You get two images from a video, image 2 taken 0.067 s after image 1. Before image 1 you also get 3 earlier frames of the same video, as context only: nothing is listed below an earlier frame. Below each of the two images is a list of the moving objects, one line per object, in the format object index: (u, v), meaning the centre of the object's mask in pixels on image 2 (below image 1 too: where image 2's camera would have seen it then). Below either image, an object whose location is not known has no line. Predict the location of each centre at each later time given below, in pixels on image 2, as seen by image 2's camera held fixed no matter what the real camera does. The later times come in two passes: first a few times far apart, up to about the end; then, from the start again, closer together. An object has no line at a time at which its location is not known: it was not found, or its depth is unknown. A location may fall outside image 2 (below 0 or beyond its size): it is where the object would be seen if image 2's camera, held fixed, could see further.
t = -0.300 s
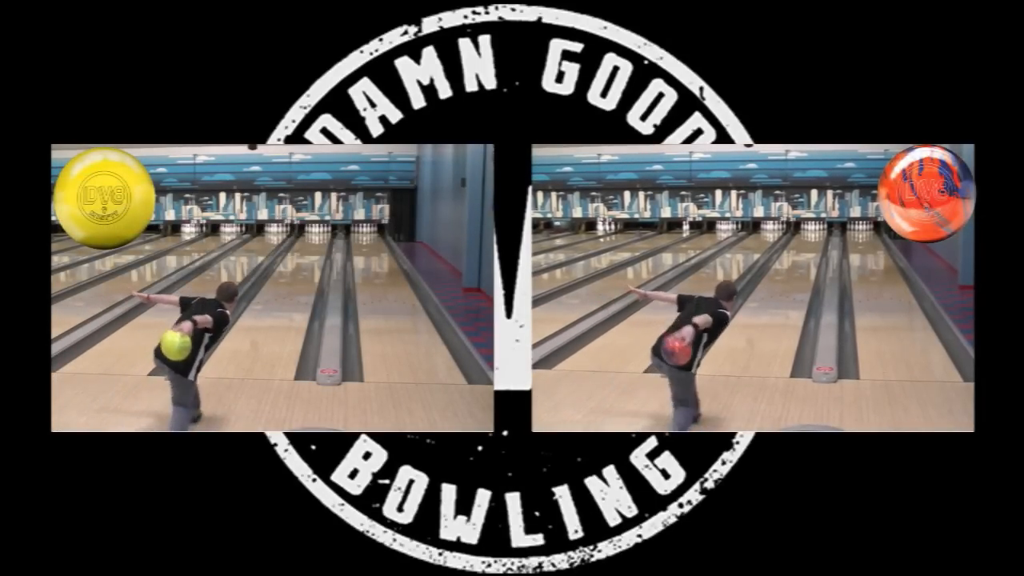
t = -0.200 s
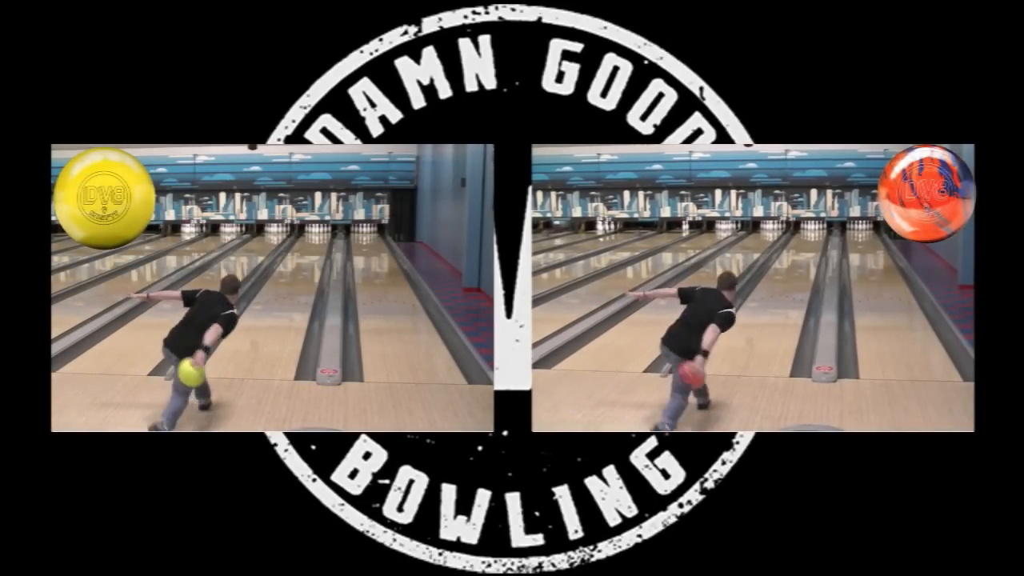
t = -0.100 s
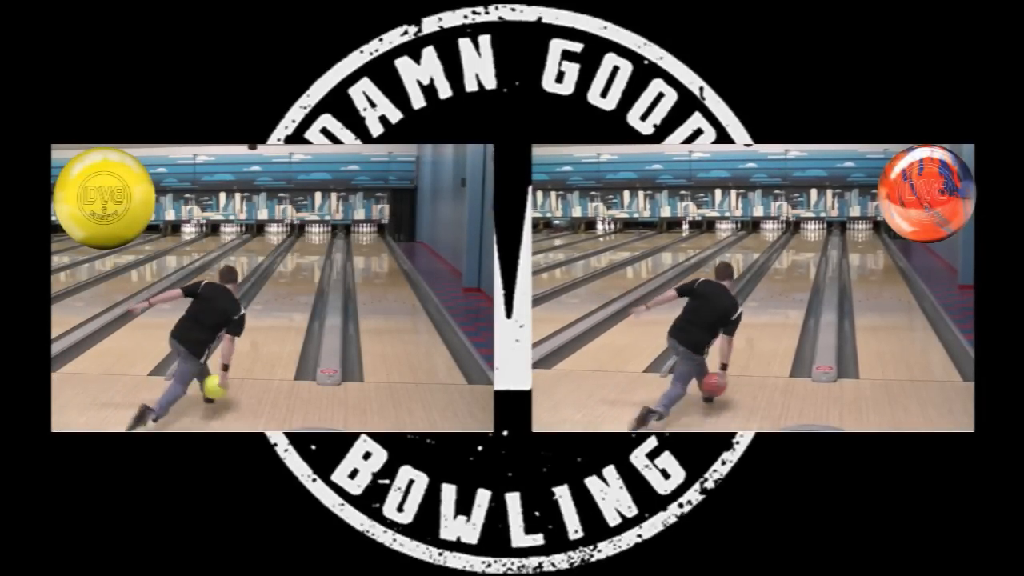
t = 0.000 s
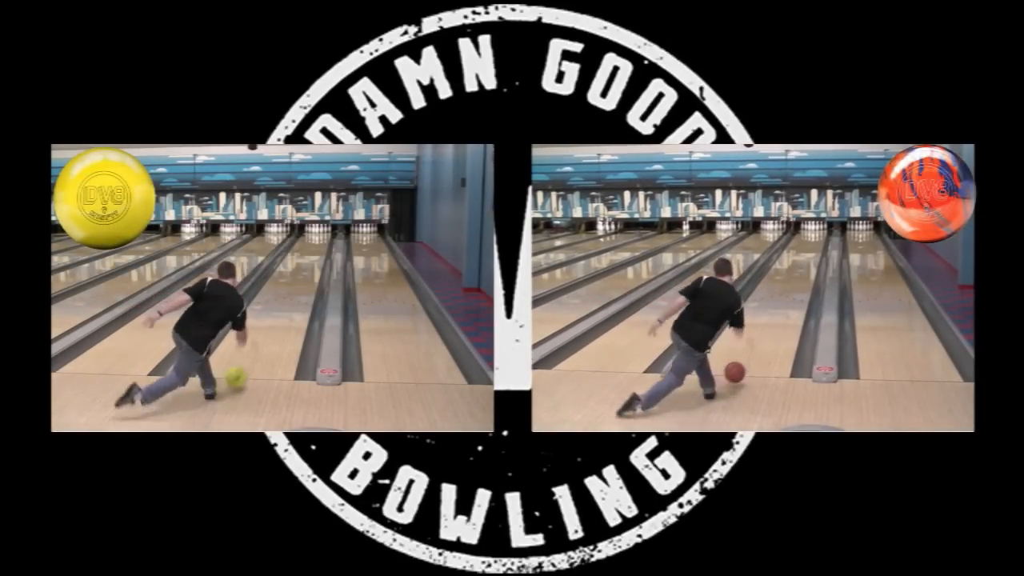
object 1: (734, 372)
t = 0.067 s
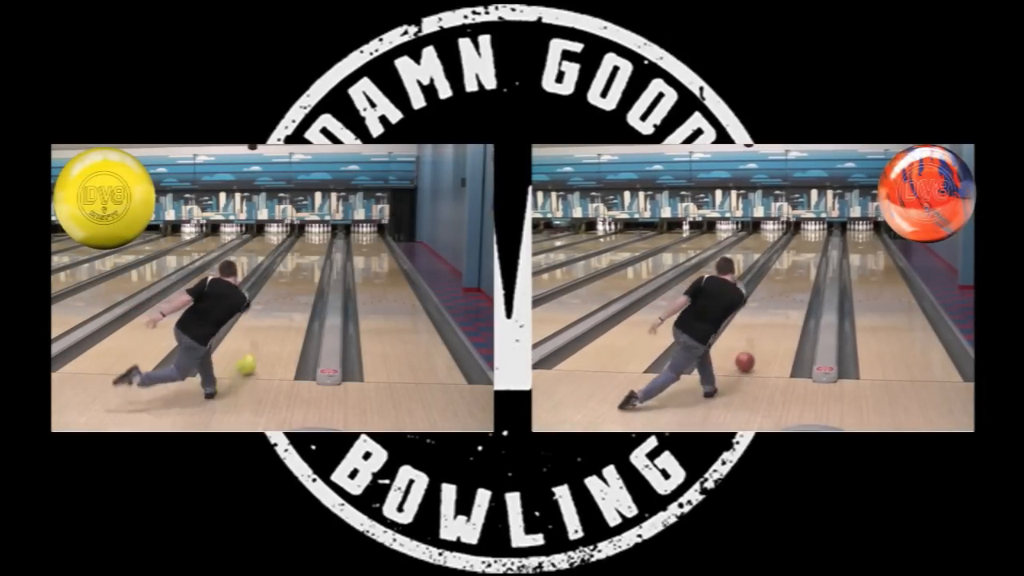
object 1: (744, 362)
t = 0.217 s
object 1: (762, 337)
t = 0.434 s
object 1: (781, 310)
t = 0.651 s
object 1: (793, 291)
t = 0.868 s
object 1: (802, 276)
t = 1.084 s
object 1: (809, 265)
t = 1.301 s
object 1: (814, 257)
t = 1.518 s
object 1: (818, 250)
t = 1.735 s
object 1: (819, 245)
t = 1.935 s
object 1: (819, 240)
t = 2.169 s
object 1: (818, 236)
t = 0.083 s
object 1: (747, 358)
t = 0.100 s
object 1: (749, 355)
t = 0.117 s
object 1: (751, 352)
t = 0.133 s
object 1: (753, 349)
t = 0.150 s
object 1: (755, 346)
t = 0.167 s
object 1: (757, 344)
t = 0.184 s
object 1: (759, 341)
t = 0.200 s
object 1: (761, 339)
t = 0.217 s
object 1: (762, 337)
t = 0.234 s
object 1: (764, 334)
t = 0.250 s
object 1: (765, 331)
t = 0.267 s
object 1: (767, 329)
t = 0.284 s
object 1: (769, 327)
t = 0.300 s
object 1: (770, 325)
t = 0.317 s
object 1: (772, 323)
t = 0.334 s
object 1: (773, 321)
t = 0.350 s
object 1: (775, 319)
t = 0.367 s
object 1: (776, 317)
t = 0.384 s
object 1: (777, 315)
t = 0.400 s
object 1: (779, 313)
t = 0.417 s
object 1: (780, 311)
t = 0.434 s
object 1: (781, 310)
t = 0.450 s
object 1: (782, 308)
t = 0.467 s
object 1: (783, 306)
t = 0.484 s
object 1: (784, 305)
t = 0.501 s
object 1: (785, 303)
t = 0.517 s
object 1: (786, 302)
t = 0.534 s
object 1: (787, 300)
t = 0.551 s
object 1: (788, 299)
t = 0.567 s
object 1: (789, 297)
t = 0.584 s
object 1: (790, 296)
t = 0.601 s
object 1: (791, 295)
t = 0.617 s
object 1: (791, 293)
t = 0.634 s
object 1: (792, 292)
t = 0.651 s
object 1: (793, 291)
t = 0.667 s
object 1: (794, 290)
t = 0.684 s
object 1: (795, 288)
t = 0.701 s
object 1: (796, 288)
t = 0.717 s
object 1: (797, 286)
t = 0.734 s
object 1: (798, 285)
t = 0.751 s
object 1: (798, 284)
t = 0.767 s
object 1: (799, 283)
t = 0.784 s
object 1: (800, 281)
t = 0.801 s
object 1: (801, 280)
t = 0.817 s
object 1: (801, 279)
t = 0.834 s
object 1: (801, 278)
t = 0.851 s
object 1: (802, 277)
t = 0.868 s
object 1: (802, 276)
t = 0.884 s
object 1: (803, 275)
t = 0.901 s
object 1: (804, 274)
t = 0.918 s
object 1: (804, 273)
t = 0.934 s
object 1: (805, 273)
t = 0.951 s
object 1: (805, 272)
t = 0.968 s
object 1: (806, 271)
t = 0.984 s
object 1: (806, 270)
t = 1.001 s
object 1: (807, 269)
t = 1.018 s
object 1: (807, 268)
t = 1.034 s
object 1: (808, 268)
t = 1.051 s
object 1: (808, 267)
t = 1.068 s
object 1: (809, 266)
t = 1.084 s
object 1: (809, 265)
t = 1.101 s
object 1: (810, 265)
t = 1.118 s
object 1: (810, 264)
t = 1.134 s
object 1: (811, 263)
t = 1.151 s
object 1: (811, 263)
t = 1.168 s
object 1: (812, 262)
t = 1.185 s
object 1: (812, 261)
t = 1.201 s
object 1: (812, 261)
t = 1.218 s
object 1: (813, 260)
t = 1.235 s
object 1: (813, 259)
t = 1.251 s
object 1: (813, 259)
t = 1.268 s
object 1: (813, 258)
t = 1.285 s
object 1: (814, 258)
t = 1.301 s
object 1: (814, 257)
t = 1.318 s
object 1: (815, 256)
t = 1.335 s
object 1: (815, 256)
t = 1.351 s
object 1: (815, 255)
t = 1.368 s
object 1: (815, 255)
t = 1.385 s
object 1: (815, 254)
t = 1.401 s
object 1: (816, 254)
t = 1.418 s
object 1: (816, 253)
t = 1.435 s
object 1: (816, 253)
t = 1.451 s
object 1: (816, 252)
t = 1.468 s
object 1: (817, 252)
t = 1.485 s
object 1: (817, 252)
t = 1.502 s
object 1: (818, 251)
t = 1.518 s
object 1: (818, 250)
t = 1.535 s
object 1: (818, 250)
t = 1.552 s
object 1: (818, 250)
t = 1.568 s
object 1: (818, 250)
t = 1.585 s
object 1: (818, 248)
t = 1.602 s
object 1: (818, 249)
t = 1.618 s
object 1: (818, 248)
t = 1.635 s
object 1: (818, 248)
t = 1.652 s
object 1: (818, 247)
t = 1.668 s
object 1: (818, 247)
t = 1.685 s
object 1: (819, 247)
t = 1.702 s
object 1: (819, 246)
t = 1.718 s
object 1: (819, 246)
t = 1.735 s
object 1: (819, 245)
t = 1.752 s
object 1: (819, 244)
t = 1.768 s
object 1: (819, 244)
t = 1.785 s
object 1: (819, 244)
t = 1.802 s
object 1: (819, 244)
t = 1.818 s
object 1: (819, 243)
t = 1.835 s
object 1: (819, 243)
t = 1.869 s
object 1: (820, 242)
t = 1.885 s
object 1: (820, 242)
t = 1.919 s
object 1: (819, 241)
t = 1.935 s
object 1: (819, 240)
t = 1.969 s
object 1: (819, 240)
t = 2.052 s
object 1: (819, 238)
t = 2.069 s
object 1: (818, 237)
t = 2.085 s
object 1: (818, 237)
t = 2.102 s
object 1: (818, 237)
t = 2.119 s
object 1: (818, 237)
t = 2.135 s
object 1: (818, 236)
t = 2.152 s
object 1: (818, 236)
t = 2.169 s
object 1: (818, 236)
